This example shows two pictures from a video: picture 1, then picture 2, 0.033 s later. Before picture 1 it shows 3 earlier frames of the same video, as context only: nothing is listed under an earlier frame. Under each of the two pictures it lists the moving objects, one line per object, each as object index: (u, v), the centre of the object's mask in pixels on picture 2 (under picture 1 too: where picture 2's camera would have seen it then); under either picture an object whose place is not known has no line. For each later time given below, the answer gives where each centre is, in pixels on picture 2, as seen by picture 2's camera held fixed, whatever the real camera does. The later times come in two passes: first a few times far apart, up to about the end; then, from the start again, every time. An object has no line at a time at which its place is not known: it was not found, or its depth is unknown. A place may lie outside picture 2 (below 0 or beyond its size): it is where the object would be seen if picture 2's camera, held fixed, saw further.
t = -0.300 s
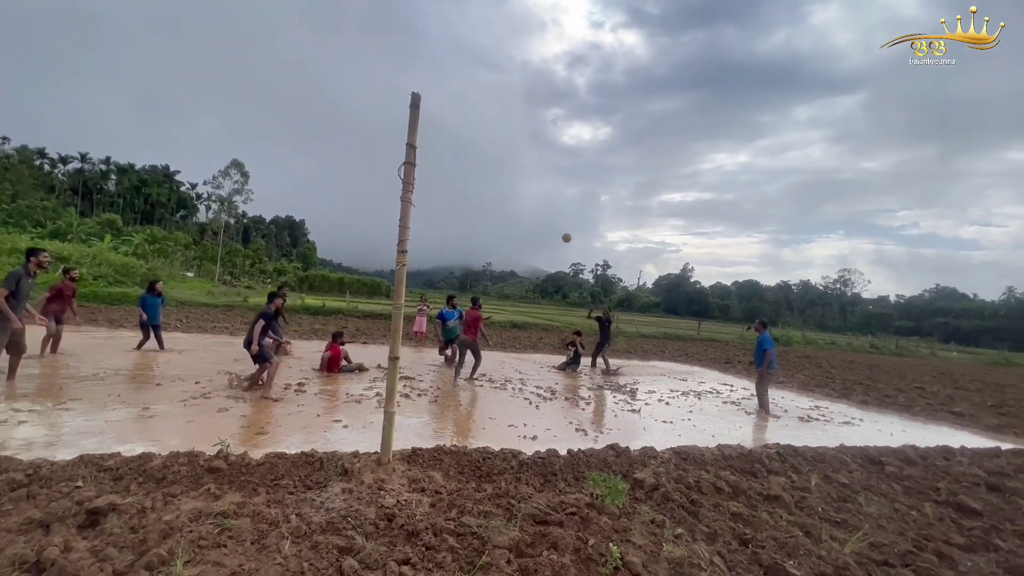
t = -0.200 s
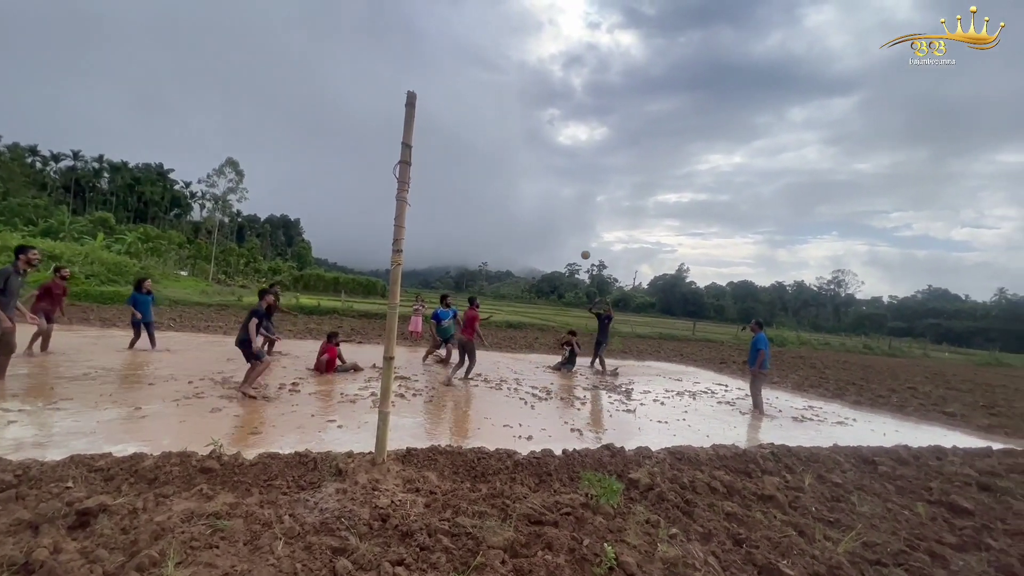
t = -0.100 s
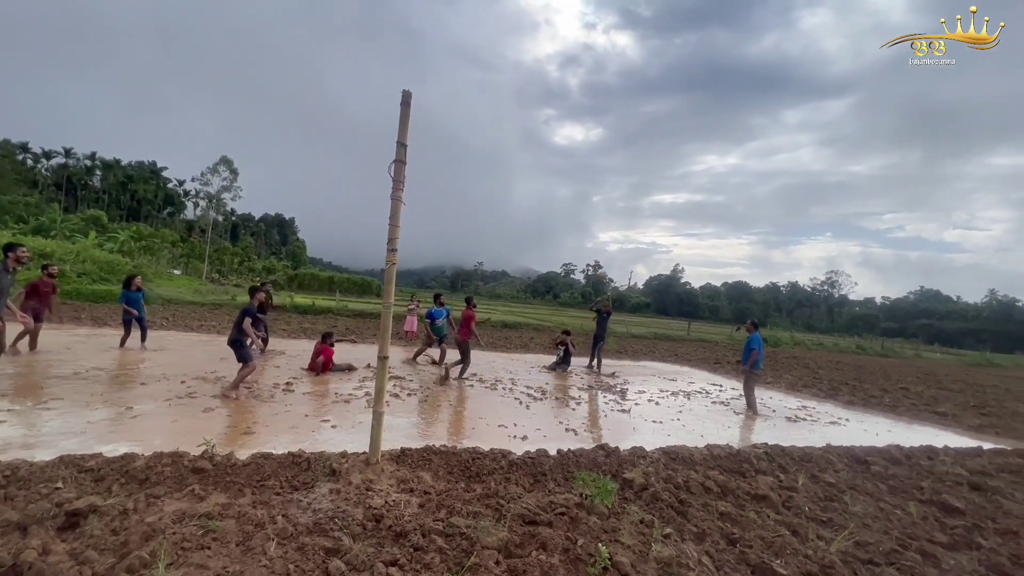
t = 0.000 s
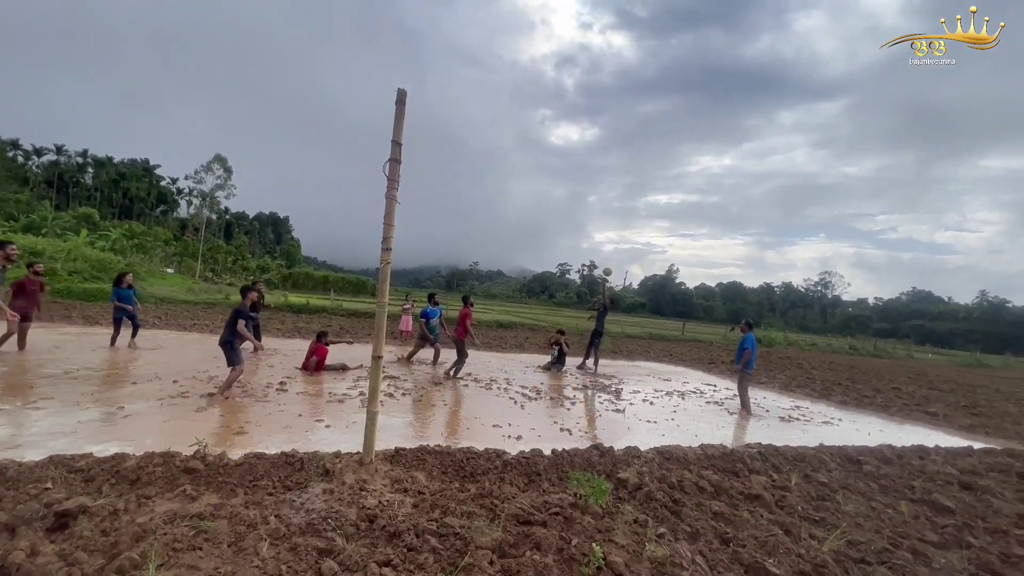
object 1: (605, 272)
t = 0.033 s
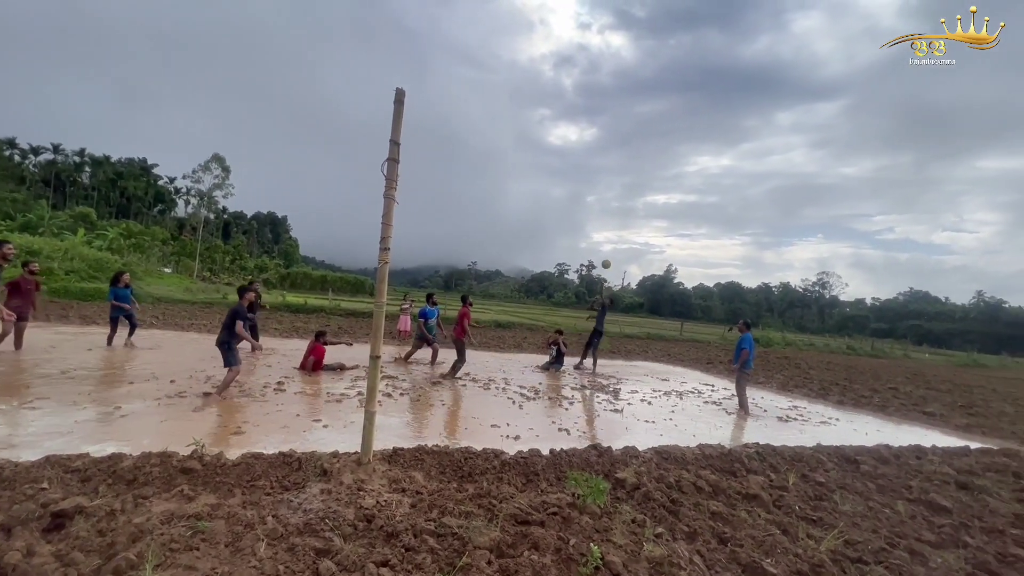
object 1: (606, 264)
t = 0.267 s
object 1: (609, 219)
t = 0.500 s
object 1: (609, 192)
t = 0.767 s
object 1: (606, 193)
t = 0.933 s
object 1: (602, 218)
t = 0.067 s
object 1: (606, 257)
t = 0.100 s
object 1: (607, 249)
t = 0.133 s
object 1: (607, 243)
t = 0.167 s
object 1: (607, 236)
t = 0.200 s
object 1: (608, 230)
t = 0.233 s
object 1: (608, 224)
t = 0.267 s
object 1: (609, 219)
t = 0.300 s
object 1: (609, 214)
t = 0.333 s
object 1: (609, 209)
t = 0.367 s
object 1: (609, 205)
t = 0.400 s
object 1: (609, 201)
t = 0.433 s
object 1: (609, 198)
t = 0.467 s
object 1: (609, 194)
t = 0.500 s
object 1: (609, 192)
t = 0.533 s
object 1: (609, 190)
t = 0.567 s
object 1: (609, 188)
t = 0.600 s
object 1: (608, 187)
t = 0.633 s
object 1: (608, 187)
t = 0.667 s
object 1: (608, 187)
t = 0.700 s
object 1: (608, 188)
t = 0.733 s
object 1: (607, 190)
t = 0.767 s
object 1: (606, 193)
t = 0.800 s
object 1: (606, 196)
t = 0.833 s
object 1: (605, 200)
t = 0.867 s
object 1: (604, 205)
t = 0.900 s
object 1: (603, 211)
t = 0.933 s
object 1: (602, 218)
